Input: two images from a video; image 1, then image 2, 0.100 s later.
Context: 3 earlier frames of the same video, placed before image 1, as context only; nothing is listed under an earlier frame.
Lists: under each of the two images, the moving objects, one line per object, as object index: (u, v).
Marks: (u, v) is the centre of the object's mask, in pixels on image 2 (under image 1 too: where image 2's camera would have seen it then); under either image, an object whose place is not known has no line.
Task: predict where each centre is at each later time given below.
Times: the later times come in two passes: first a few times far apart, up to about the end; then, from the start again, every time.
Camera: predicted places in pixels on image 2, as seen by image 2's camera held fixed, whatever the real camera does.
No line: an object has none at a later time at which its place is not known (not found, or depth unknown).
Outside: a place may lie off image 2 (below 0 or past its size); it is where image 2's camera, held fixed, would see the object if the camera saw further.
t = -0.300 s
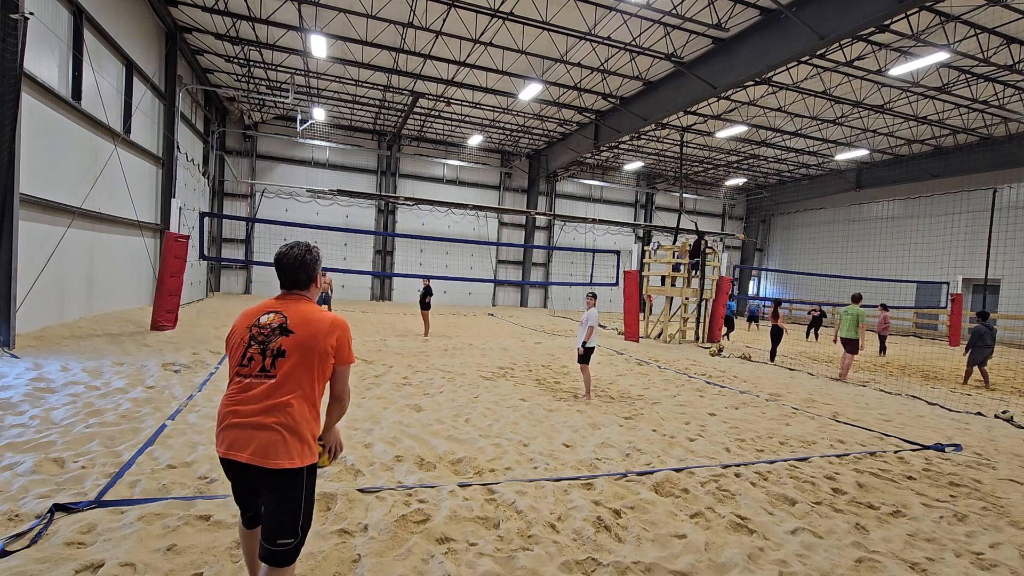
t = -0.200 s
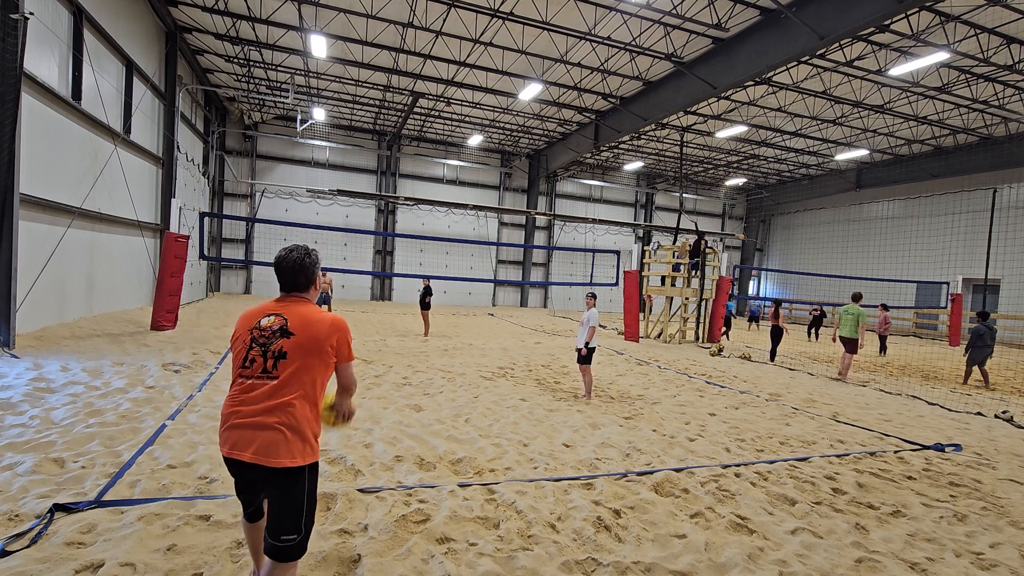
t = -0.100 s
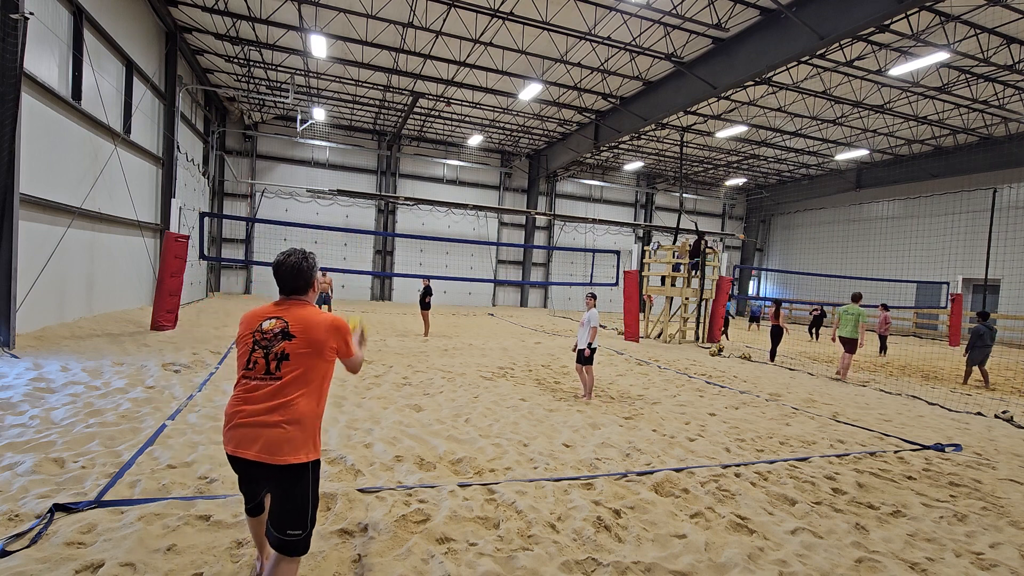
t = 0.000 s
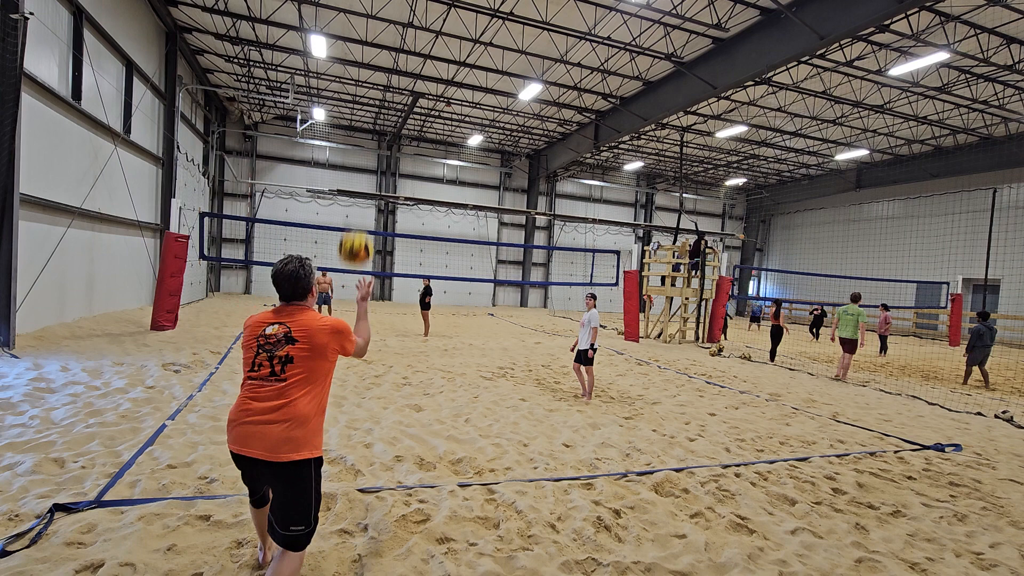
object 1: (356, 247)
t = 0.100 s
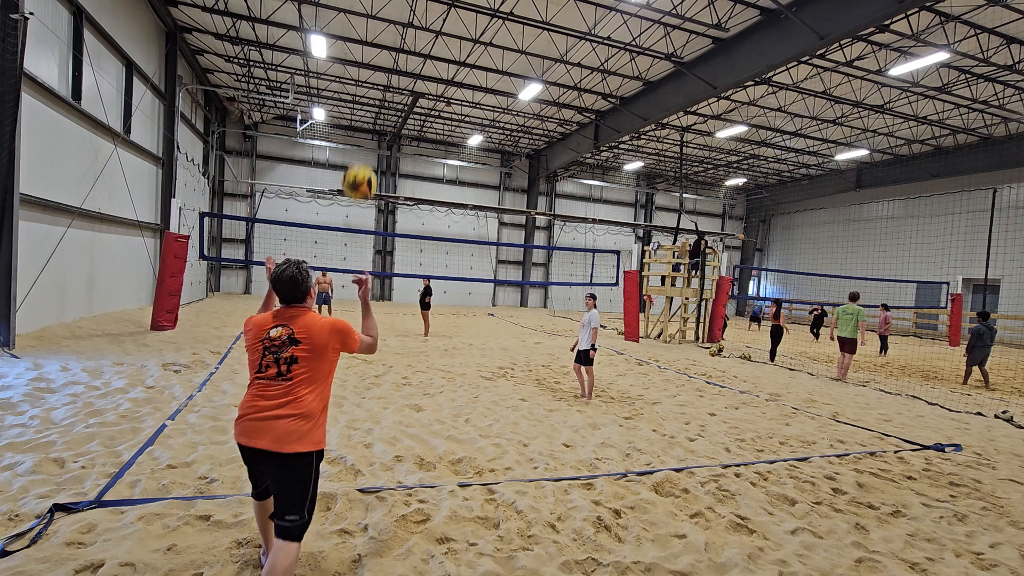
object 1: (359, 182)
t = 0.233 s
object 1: (361, 124)
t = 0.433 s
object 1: (361, 89)
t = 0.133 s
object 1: (360, 164)
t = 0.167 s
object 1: (361, 148)
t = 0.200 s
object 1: (361, 135)
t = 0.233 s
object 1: (361, 124)
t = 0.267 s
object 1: (362, 114)
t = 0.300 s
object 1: (362, 105)
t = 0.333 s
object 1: (362, 98)
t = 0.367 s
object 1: (362, 93)
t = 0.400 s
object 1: (361, 90)
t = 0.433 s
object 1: (361, 89)
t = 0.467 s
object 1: (361, 89)
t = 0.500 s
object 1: (360, 91)
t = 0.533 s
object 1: (360, 94)
